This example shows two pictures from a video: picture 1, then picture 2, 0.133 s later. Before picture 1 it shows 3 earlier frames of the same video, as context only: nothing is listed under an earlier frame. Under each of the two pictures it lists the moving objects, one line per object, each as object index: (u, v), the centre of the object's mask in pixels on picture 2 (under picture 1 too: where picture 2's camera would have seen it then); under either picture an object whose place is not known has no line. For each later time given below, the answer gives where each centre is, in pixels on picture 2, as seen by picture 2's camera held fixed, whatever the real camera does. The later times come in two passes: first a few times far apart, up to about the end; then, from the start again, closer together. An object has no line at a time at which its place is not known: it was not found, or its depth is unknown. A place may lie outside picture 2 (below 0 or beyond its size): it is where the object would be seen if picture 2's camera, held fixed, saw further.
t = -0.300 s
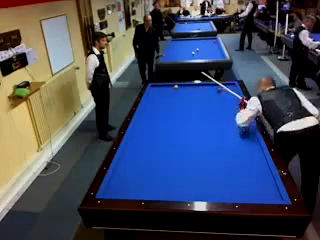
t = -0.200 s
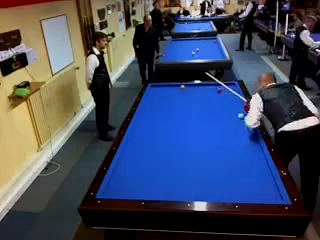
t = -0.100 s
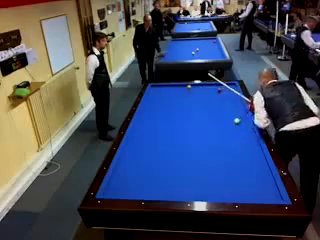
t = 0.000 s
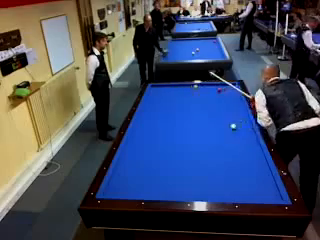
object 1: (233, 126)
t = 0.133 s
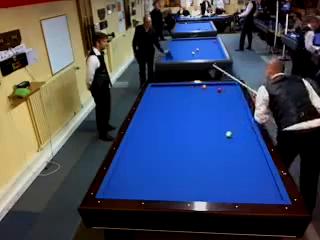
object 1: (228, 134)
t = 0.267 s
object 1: (223, 143)
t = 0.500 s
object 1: (211, 160)
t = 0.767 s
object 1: (196, 185)
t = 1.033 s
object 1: (173, 182)
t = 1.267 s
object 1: (155, 169)
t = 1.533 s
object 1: (139, 156)
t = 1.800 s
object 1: (128, 146)
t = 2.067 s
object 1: (142, 137)
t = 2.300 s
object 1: (152, 130)
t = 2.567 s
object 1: (163, 123)
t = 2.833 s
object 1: (173, 117)
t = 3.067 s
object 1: (180, 112)
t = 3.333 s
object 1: (188, 106)
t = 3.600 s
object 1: (196, 102)
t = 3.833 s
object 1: (202, 98)
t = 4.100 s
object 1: (208, 94)
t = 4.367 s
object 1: (213, 90)
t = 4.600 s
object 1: (218, 87)
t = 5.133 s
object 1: (229, 85)
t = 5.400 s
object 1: (233, 87)
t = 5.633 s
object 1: (232, 88)
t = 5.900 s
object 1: (229, 90)
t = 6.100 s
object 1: (227, 91)
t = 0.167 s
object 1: (227, 136)
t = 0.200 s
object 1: (226, 138)
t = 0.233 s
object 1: (224, 140)
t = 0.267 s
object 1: (223, 143)
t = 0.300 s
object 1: (221, 145)
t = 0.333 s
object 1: (220, 147)
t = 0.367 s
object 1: (218, 149)
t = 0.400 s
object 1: (217, 152)
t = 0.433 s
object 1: (215, 155)
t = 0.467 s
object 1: (213, 158)
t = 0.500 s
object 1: (211, 160)
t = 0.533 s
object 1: (210, 163)
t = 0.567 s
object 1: (208, 166)
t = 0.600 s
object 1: (206, 169)
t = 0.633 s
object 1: (204, 172)
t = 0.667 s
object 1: (202, 175)
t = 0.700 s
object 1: (200, 178)
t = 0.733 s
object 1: (198, 182)
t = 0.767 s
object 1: (196, 185)
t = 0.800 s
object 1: (193, 189)
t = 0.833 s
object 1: (191, 192)
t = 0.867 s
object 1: (188, 195)
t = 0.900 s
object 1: (185, 193)
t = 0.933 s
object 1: (182, 190)
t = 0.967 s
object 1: (179, 187)
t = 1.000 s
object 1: (176, 184)
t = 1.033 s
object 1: (173, 182)
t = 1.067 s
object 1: (171, 180)
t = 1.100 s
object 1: (168, 178)
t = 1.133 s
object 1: (166, 176)
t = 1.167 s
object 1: (163, 174)
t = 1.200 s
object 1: (160, 173)
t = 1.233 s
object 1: (158, 171)
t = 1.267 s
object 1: (155, 169)
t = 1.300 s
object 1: (153, 167)
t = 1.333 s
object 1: (151, 165)
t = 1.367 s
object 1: (149, 164)
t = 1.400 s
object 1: (147, 162)
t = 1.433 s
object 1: (145, 161)
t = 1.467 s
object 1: (143, 160)
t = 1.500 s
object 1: (141, 158)
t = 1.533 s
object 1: (139, 156)
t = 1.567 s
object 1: (137, 155)
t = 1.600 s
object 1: (135, 154)
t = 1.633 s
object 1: (133, 152)
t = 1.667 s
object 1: (131, 151)
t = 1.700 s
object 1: (130, 149)
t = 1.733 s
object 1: (128, 148)
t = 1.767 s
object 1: (126, 147)
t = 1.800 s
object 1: (128, 146)
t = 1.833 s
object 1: (130, 145)
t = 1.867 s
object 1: (132, 143)
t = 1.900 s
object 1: (134, 142)
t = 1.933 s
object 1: (136, 141)
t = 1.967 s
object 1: (137, 140)
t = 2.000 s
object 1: (138, 139)
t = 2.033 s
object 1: (140, 138)
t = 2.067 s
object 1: (142, 137)
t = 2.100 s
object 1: (143, 136)
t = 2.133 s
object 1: (145, 135)
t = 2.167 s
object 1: (147, 134)
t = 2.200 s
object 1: (148, 133)
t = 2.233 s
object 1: (149, 132)
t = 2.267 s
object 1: (151, 131)
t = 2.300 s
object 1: (152, 130)
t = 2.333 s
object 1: (153, 129)
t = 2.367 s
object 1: (155, 128)
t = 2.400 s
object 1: (156, 127)
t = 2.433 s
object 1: (158, 127)
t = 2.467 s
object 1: (159, 125)
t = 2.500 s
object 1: (160, 125)
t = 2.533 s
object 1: (162, 124)
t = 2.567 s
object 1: (163, 123)
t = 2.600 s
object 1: (164, 122)
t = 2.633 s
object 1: (166, 121)
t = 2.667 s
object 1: (167, 121)
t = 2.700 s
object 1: (168, 120)
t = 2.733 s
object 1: (169, 119)
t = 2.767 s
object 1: (170, 118)
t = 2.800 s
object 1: (171, 117)
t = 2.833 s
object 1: (173, 117)
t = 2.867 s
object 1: (174, 116)
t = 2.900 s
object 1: (175, 115)
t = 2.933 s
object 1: (176, 115)
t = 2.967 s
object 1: (177, 114)
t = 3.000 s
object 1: (178, 113)
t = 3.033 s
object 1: (179, 113)
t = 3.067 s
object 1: (180, 112)
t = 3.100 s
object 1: (181, 111)
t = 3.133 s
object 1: (182, 110)
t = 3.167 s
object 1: (184, 110)
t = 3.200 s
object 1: (184, 109)
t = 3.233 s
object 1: (185, 108)
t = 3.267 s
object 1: (187, 108)
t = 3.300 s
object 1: (188, 107)
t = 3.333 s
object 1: (188, 106)
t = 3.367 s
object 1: (189, 106)
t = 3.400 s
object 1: (190, 105)
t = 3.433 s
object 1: (191, 104)
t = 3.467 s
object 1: (192, 104)
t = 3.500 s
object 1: (193, 103)
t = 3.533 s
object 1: (194, 103)
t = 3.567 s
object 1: (195, 102)
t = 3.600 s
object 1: (196, 102)
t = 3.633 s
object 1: (197, 101)
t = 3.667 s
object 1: (197, 101)
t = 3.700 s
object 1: (198, 100)
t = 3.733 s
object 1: (199, 99)
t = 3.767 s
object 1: (200, 99)
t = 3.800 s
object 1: (201, 98)
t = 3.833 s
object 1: (202, 98)
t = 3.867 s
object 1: (203, 97)
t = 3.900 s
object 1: (203, 97)
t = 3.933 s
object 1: (204, 96)
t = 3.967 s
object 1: (205, 96)
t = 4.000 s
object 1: (205, 95)
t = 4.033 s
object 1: (206, 95)
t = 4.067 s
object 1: (207, 94)
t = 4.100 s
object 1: (208, 94)
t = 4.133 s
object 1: (208, 93)
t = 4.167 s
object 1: (209, 93)
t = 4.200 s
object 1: (210, 92)
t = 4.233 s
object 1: (210, 92)
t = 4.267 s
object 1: (211, 91)
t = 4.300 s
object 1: (212, 91)
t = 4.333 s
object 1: (212, 91)
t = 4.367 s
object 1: (213, 90)
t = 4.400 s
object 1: (214, 90)
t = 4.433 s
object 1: (214, 89)
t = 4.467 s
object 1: (215, 89)
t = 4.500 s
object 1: (215, 88)
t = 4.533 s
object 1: (216, 88)
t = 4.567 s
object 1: (217, 87)
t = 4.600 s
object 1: (218, 87)
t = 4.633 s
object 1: (218, 87)
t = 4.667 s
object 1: (219, 87)
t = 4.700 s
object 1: (219, 86)
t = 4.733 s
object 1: (220, 86)
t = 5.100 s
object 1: (228, 85)
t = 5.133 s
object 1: (229, 85)
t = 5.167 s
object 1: (230, 85)
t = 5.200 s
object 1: (230, 85)
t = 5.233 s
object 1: (231, 85)
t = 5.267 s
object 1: (232, 86)
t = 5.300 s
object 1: (233, 86)
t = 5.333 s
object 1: (234, 86)
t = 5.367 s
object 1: (234, 86)
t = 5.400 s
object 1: (233, 87)
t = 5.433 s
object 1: (233, 87)
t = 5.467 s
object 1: (233, 87)
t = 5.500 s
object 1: (233, 87)
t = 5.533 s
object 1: (233, 88)
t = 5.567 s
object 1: (232, 88)
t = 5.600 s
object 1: (232, 88)
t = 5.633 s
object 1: (232, 88)
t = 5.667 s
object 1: (231, 88)
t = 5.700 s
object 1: (231, 89)
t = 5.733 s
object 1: (231, 89)
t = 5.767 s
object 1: (230, 89)
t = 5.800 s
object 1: (230, 89)
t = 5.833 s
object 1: (230, 89)
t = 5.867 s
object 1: (229, 89)
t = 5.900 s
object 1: (229, 90)
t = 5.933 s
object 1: (229, 90)
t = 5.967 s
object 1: (228, 90)
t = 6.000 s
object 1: (228, 90)
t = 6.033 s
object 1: (228, 91)
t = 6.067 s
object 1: (227, 91)
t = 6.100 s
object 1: (227, 91)
